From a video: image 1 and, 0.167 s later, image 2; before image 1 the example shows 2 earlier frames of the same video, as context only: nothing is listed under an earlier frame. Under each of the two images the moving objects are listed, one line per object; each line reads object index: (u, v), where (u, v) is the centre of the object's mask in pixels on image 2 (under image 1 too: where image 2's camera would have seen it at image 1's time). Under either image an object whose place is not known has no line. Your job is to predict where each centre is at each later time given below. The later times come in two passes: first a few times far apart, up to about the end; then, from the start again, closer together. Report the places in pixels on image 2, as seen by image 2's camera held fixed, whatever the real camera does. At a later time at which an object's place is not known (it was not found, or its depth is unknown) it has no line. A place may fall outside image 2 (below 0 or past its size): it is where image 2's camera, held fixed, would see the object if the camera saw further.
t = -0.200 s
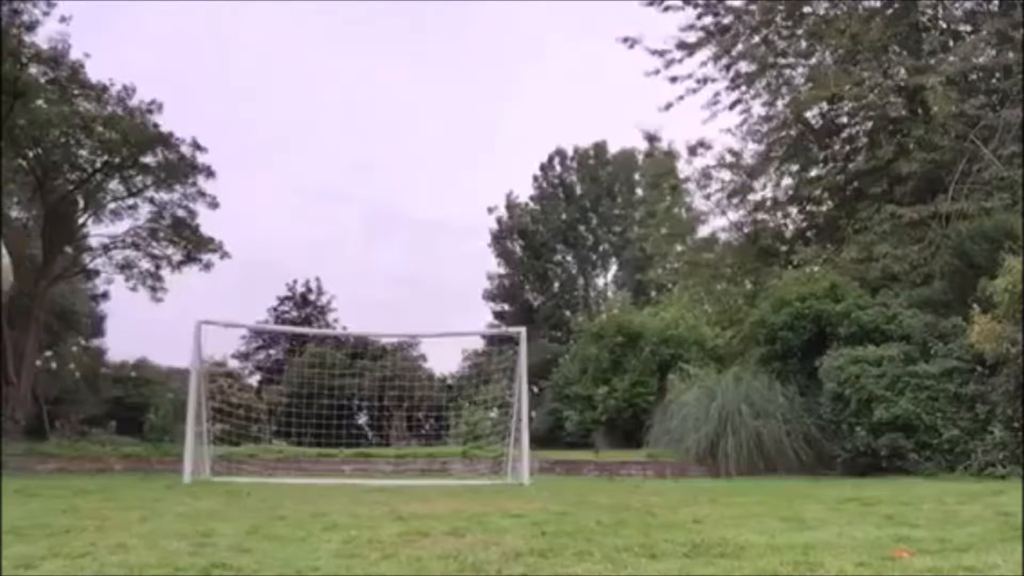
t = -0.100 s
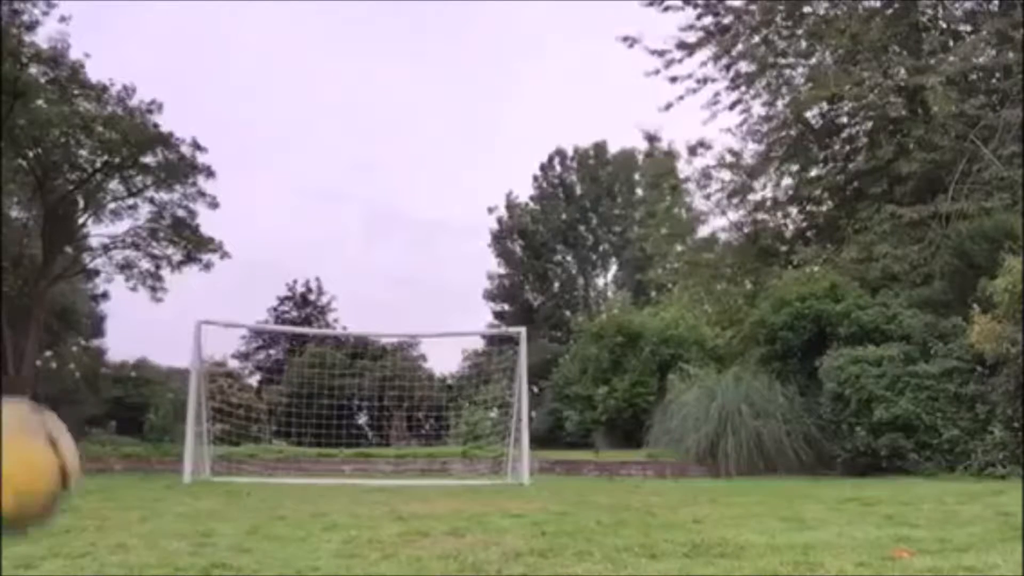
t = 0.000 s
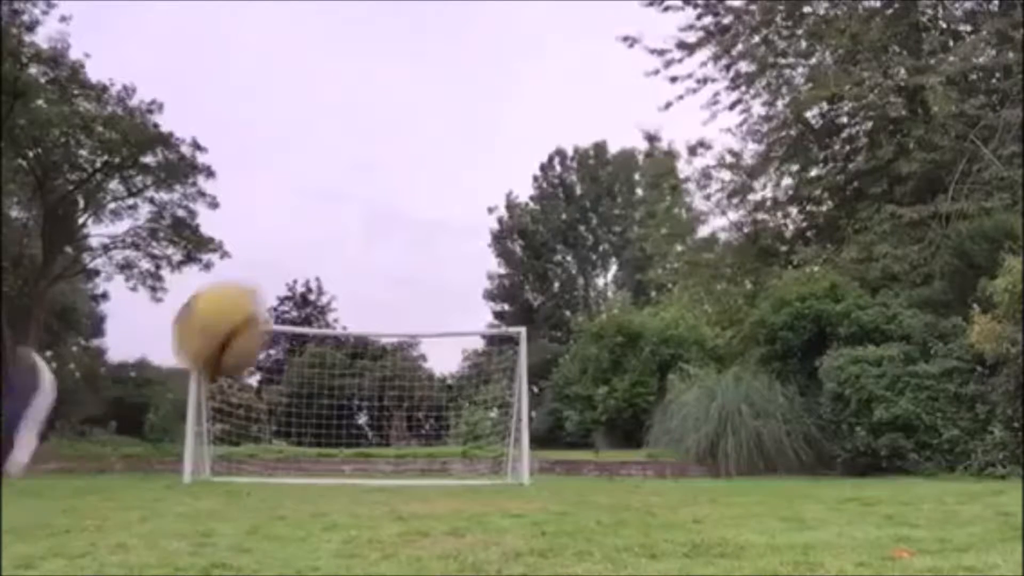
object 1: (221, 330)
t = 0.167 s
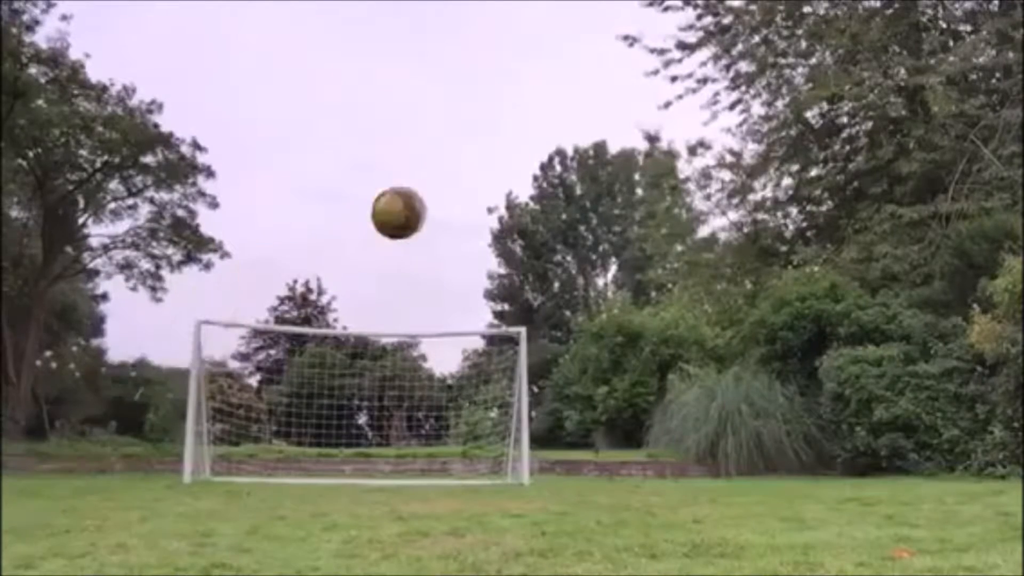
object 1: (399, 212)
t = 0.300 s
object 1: (460, 211)
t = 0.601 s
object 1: (531, 286)
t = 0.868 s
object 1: (567, 400)
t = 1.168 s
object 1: (590, 448)
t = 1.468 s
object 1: (602, 428)
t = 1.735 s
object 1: (614, 477)
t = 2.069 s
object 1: (625, 473)
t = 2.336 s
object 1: (640, 467)
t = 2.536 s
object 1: (655, 474)
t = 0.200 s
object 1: (418, 208)
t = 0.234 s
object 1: (434, 207)
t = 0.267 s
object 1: (448, 207)
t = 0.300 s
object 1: (460, 211)
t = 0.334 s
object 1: (471, 215)
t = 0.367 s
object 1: (481, 222)
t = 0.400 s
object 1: (489, 228)
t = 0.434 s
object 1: (498, 237)
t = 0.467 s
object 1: (506, 245)
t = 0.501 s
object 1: (513, 252)
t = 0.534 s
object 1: (520, 263)
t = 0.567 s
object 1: (526, 274)
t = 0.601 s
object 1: (531, 286)
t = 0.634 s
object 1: (535, 300)
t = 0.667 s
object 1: (542, 312)
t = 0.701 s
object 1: (546, 325)
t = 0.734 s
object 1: (550, 338)
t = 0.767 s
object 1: (555, 354)
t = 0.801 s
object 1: (559, 368)
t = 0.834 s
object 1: (564, 382)
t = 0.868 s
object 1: (567, 400)
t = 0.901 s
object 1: (571, 417)
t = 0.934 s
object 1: (574, 432)
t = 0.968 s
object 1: (578, 448)
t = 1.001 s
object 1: (581, 465)
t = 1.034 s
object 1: (583, 480)
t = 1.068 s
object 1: (586, 475)
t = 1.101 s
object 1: (587, 464)
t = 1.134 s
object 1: (588, 454)
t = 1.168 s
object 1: (590, 448)
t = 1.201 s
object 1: (592, 441)
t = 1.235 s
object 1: (594, 438)
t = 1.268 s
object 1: (595, 435)
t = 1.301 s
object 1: (596, 430)
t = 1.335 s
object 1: (597, 429)
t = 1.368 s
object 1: (598, 427)
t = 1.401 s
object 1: (600, 427)
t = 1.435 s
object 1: (601, 427)
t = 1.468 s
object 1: (602, 428)
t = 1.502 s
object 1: (604, 431)
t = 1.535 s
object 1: (606, 434)
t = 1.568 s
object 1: (607, 437)
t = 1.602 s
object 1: (608, 443)
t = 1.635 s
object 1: (609, 448)
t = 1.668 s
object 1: (610, 454)
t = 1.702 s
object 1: (612, 462)
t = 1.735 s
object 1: (614, 477)
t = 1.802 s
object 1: (616, 474)
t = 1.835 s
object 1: (618, 472)
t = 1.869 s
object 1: (619, 470)
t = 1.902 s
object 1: (620, 469)
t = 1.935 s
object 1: (621, 469)
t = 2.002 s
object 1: (622, 471)
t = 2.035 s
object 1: (624, 472)
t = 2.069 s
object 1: (625, 473)
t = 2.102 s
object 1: (626, 474)
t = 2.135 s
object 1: (627, 472)
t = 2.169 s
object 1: (630, 470)
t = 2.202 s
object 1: (632, 469)
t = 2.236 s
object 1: (634, 467)
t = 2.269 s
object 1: (637, 466)
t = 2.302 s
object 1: (638, 466)
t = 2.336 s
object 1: (640, 467)
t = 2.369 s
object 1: (643, 469)
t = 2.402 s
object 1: (646, 470)
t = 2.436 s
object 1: (649, 473)
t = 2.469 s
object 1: (652, 475)
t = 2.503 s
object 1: (653, 475)
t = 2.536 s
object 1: (655, 474)
